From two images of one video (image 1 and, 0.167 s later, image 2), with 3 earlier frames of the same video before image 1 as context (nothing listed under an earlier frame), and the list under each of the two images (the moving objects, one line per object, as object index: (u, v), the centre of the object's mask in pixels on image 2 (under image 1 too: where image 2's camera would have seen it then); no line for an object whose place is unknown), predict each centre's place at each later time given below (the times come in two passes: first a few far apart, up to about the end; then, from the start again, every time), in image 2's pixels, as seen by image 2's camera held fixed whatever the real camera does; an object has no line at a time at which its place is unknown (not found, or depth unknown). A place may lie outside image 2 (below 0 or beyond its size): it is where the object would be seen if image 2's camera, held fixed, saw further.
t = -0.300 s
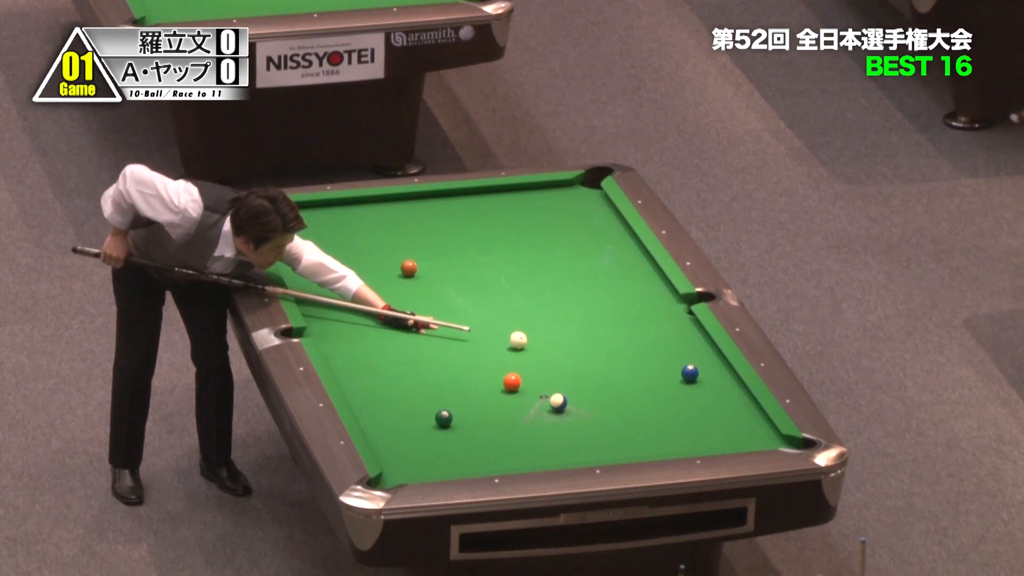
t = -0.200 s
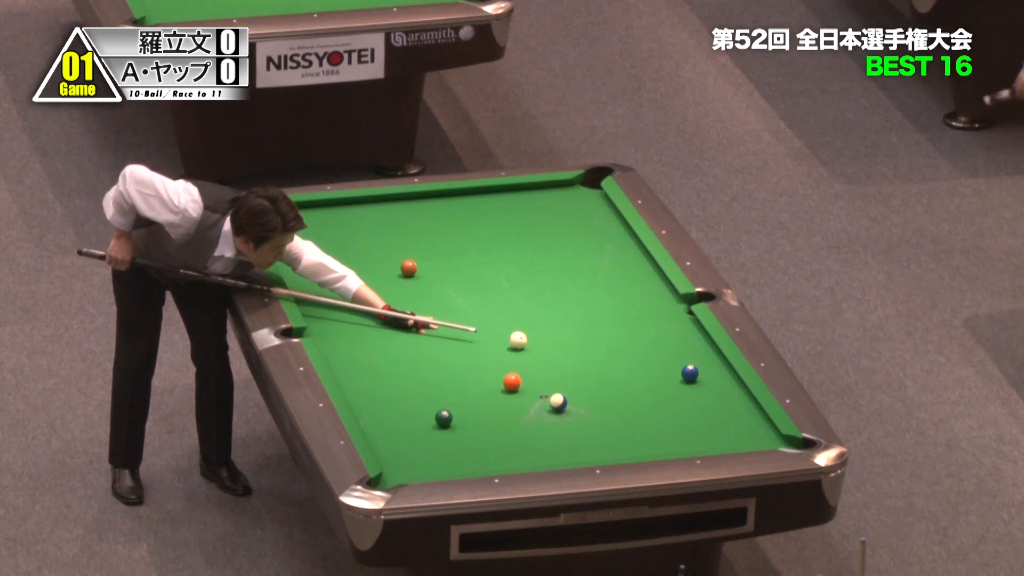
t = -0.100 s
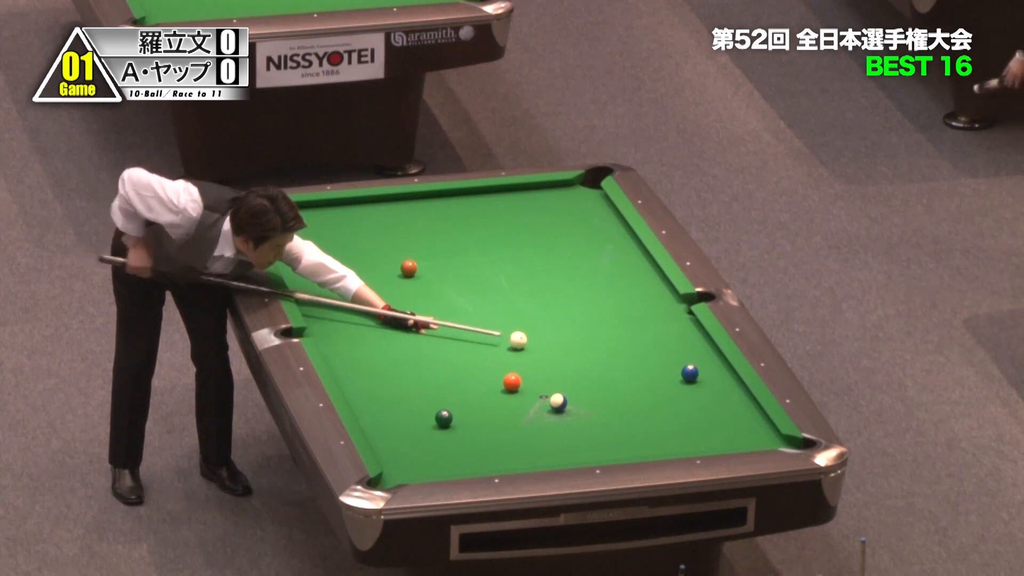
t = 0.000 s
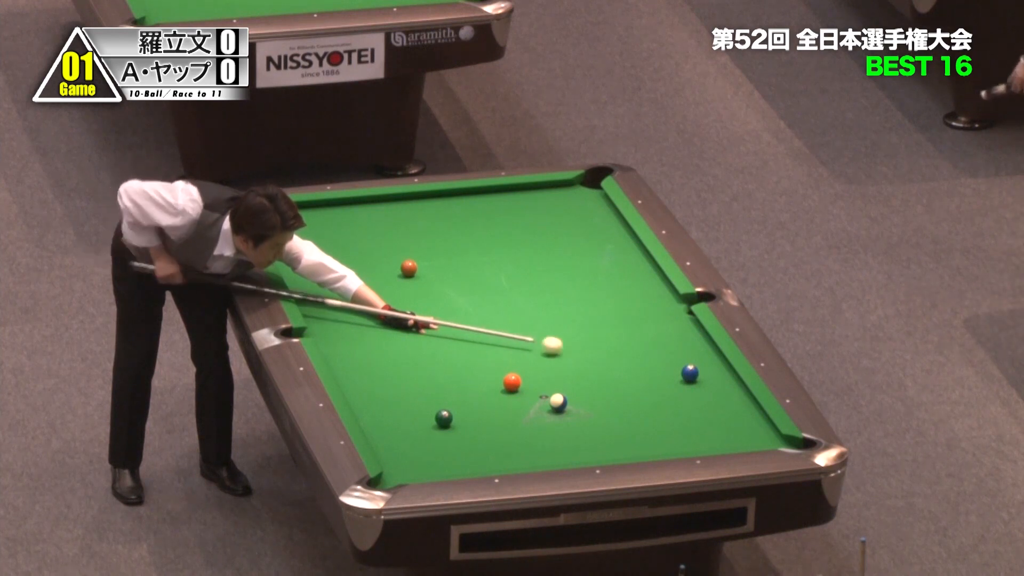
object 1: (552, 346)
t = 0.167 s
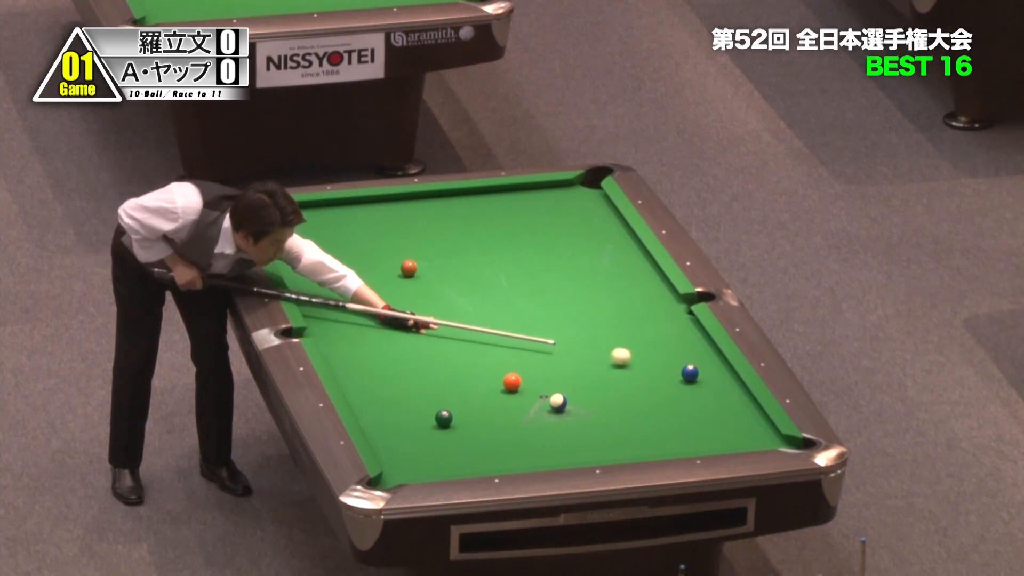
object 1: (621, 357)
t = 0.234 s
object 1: (648, 362)
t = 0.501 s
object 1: (712, 364)
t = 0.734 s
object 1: (673, 363)
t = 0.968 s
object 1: (637, 363)
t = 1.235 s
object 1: (598, 363)
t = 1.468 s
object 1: (565, 362)
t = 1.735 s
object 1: (529, 362)
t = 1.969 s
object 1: (499, 361)
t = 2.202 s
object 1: (470, 361)
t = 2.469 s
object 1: (439, 360)
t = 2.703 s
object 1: (413, 360)
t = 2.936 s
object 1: (389, 360)
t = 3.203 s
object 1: (362, 360)
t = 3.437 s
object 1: (340, 360)
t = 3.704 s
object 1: (340, 358)
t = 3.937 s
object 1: (348, 356)
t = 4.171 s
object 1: (356, 354)
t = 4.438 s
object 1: (363, 352)
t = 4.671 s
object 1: (369, 351)
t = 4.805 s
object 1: (371, 350)
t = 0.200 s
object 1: (634, 360)
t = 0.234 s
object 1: (648, 362)
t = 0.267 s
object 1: (662, 364)
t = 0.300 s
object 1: (675, 365)
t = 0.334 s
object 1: (685, 364)
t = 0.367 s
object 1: (695, 363)
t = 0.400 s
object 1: (705, 364)
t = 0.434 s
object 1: (715, 364)
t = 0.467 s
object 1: (720, 363)
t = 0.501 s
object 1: (712, 364)
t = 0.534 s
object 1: (705, 364)
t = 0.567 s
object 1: (699, 364)
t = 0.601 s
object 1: (693, 364)
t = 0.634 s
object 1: (688, 364)
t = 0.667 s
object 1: (683, 364)
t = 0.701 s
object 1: (678, 363)
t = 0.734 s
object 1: (673, 363)
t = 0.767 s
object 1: (667, 363)
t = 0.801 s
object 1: (662, 363)
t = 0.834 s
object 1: (657, 363)
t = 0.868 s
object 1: (652, 363)
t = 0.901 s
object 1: (647, 363)
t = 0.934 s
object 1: (642, 363)
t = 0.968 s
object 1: (637, 363)
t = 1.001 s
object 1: (632, 363)
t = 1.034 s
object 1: (627, 363)
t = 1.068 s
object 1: (622, 363)
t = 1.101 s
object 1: (617, 363)
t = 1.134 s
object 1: (612, 363)
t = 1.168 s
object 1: (607, 362)
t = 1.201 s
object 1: (602, 363)
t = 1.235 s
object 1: (598, 363)
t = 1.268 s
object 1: (593, 363)
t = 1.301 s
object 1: (588, 362)
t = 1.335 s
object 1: (584, 362)
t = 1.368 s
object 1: (579, 362)
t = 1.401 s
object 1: (574, 362)
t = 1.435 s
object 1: (570, 362)
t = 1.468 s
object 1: (565, 362)
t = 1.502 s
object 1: (560, 362)
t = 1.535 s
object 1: (556, 362)
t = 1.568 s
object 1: (551, 362)
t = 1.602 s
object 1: (547, 362)
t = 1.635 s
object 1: (542, 362)
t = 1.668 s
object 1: (538, 362)
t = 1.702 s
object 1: (533, 362)
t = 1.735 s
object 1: (529, 362)
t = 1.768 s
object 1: (524, 362)
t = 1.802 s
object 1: (520, 362)
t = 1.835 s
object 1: (516, 362)
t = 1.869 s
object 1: (512, 362)
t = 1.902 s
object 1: (507, 362)
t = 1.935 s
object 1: (503, 362)
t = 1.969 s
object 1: (499, 361)
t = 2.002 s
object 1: (495, 361)
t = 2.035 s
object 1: (491, 361)
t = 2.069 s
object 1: (487, 361)
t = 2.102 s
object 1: (483, 361)
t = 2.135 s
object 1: (478, 361)
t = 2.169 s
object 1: (474, 361)
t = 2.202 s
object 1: (470, 361)
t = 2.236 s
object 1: (466, 361)
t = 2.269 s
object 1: (462, 361)
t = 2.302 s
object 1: (459, 361)
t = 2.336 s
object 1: (454, 361)
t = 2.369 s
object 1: (451, 360)
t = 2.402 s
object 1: (447, 360)
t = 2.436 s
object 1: (443, 361)
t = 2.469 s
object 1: (439, 360)
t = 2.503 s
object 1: (435, 361)
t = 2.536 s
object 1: (432, 360)
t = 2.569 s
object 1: (428, 360)
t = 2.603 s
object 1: (424, 360)
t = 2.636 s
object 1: (421, 360)
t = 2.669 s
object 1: (417, 360)
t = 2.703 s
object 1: (413, 360)
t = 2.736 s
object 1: (410, 360)
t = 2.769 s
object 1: (406, 361)
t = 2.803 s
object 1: (403, 360)
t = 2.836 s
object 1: (399, 360)
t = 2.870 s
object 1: (395, 360)
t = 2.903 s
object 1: (392, 360)
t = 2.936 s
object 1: (389, 360)
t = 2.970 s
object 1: (385, 360)
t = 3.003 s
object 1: (382, 360)
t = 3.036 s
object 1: (379, 360)
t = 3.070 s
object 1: (375, 360)
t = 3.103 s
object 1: (371, 360)
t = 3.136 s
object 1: (368, 360)
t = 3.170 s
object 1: (365, 360)
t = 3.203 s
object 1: (362, 360)
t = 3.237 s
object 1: (358, 360)
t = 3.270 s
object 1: (355, 360)
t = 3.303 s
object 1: (352, 360)
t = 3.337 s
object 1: (349, 360)
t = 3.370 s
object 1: (346, 360)
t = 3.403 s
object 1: (343, 359)
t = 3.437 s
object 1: (340, 360)
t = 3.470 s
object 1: (337, 360)
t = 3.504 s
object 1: (334, 359)
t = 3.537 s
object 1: (333, 359)
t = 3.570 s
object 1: (335, 359)
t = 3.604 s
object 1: (336, 359)
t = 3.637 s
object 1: (337, 358)
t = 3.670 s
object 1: (339, 358)
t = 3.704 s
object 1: (340, 358)
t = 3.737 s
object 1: (341, 357)
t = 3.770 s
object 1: (342, 357)
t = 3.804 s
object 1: (344, 357)
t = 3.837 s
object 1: (345, 356)
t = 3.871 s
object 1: (346, 356)
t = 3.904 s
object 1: (347, 356)
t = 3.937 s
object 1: (348, 356)
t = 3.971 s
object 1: (350, 355)
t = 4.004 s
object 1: (351, 355)
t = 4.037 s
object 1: (352, 355)
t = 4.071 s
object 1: (353, 355)
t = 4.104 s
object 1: (354, 354)
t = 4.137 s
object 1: (355, 354)
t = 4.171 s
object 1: (356, 354)
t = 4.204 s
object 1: (357, 353)
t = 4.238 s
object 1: (358, 353)
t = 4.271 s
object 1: (359, 353)
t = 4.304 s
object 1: (360, 353)
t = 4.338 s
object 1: (361, 353)
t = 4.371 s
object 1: (361, 353)
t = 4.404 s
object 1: (363, 352)
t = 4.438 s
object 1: (363, 352)
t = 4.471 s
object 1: (364, 352)
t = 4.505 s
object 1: (365, 352)
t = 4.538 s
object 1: (366, 352)
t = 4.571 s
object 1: (366, 352)
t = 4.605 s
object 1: (368, 351)
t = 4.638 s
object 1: (368, 351)
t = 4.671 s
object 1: (369, 351)
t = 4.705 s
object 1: (369, 351)
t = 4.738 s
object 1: (370, 351)
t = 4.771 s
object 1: (371, 351)
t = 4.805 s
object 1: (371, 350)
